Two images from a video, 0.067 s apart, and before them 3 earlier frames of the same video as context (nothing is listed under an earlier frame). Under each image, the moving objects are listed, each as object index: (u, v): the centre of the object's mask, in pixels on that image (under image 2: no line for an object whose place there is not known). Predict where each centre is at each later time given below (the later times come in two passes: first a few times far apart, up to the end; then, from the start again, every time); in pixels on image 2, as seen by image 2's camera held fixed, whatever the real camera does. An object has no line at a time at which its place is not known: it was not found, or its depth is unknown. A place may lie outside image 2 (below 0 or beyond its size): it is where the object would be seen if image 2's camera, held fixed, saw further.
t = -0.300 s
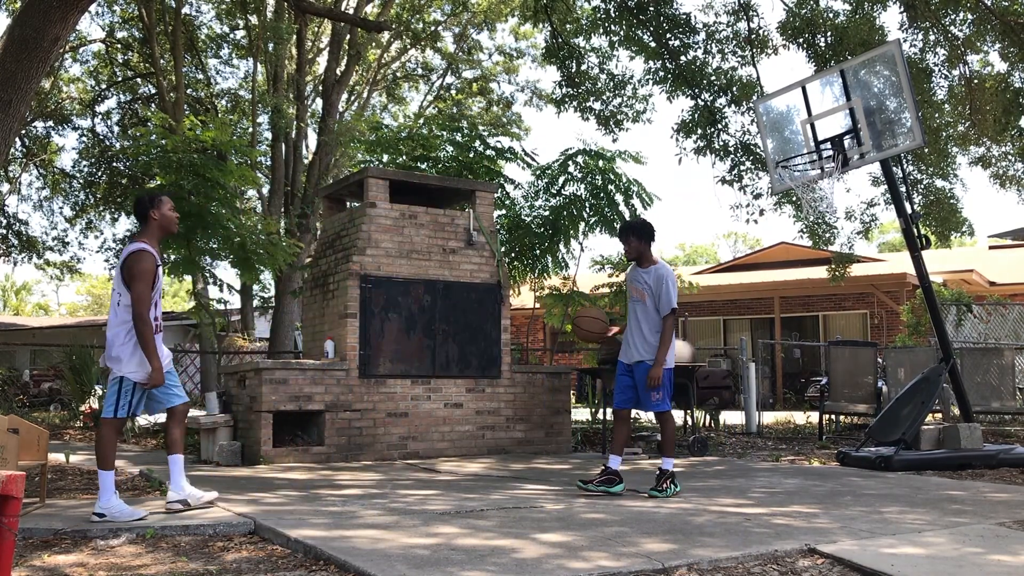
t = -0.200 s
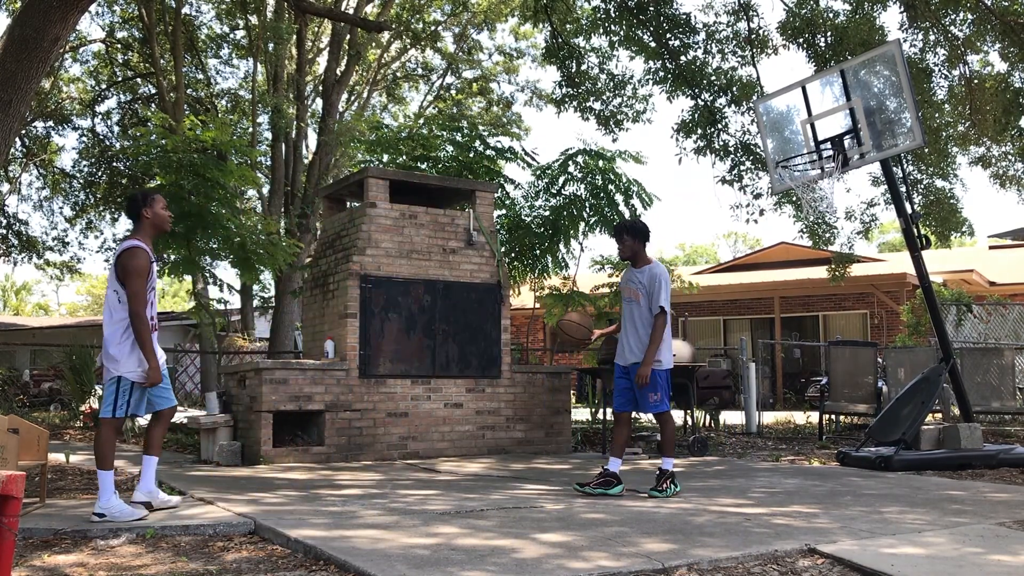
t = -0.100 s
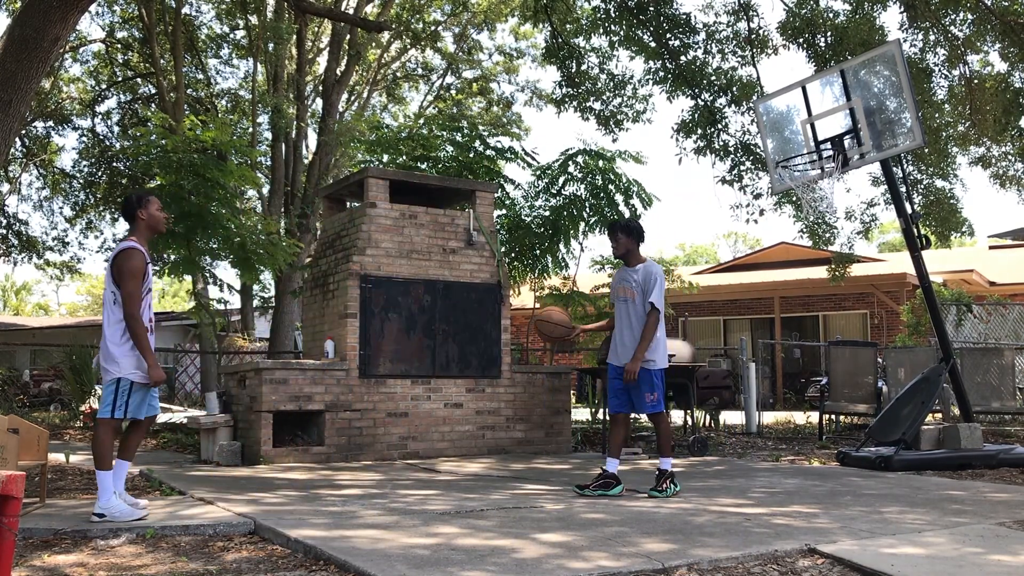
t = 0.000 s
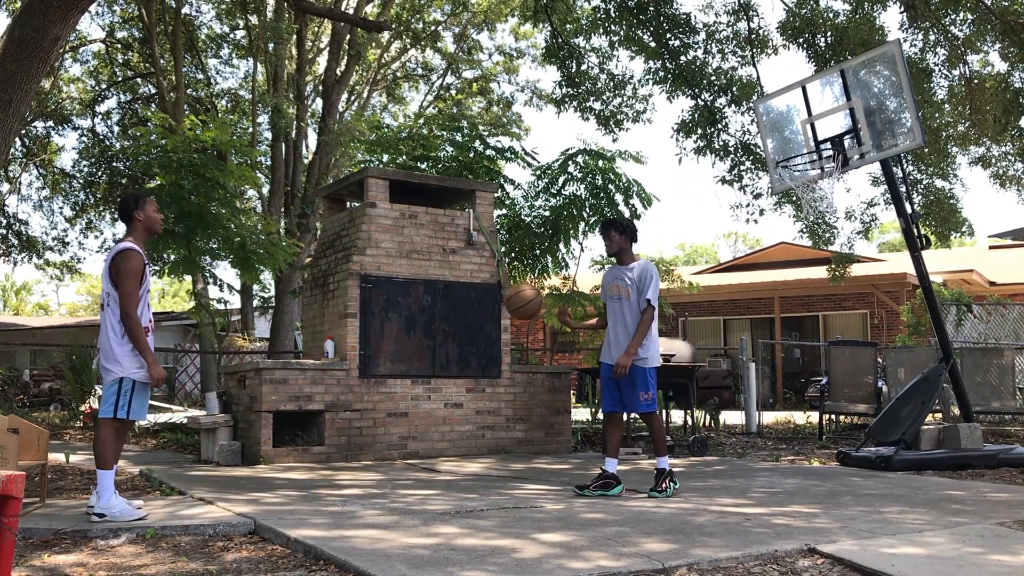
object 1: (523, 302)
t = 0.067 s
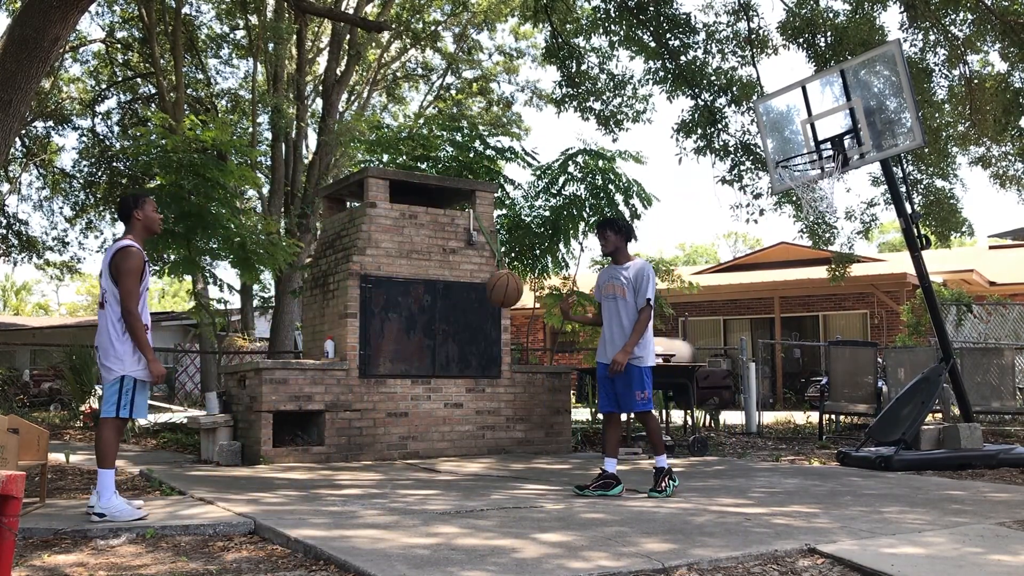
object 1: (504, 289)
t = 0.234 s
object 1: (454, 288)
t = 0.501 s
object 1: (367, 379)
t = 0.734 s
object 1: (295, 428)
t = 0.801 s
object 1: (279, 395)
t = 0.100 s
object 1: (495, 285)
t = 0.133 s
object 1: (485, 283)
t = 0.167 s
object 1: (475, 283)
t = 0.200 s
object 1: (464, 284)
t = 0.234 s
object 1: (454, 288)
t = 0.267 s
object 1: (444, 292)
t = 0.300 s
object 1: (433, 299)
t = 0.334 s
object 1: (423, 307)
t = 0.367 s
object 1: (412, 318)
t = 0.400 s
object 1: (402, 330)
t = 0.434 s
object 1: (390, 344)
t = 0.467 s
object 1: (378, 360)
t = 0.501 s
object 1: (367, 379)
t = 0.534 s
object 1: (355, 400)
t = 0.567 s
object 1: (343, 422)
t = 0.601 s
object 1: (332, 448)
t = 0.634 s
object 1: (320, 476)
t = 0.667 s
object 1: (311, 469)
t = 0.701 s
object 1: (303, 446)
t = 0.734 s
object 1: (295, 428)
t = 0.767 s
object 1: (287, 411)
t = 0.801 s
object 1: (279, 395)
